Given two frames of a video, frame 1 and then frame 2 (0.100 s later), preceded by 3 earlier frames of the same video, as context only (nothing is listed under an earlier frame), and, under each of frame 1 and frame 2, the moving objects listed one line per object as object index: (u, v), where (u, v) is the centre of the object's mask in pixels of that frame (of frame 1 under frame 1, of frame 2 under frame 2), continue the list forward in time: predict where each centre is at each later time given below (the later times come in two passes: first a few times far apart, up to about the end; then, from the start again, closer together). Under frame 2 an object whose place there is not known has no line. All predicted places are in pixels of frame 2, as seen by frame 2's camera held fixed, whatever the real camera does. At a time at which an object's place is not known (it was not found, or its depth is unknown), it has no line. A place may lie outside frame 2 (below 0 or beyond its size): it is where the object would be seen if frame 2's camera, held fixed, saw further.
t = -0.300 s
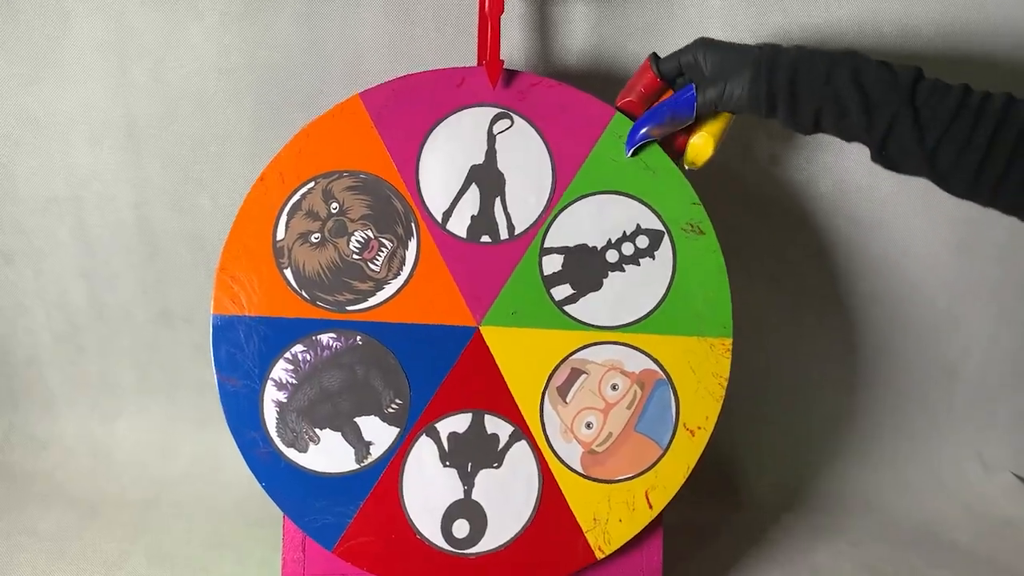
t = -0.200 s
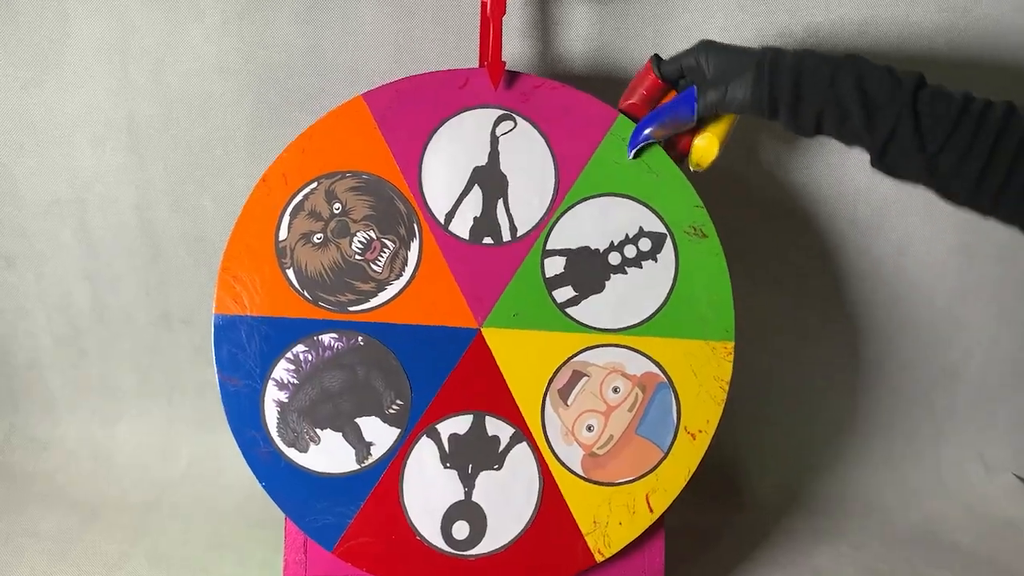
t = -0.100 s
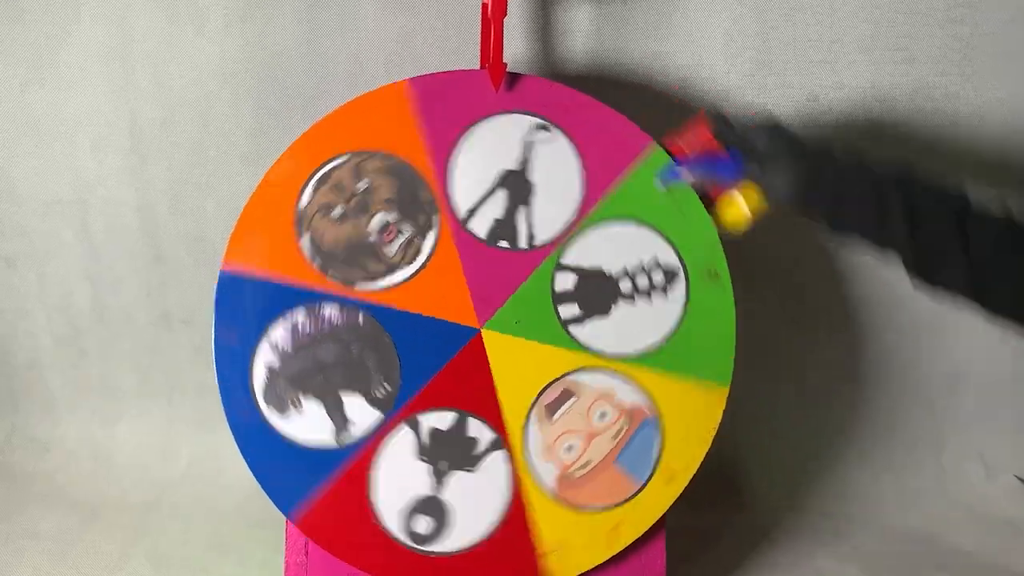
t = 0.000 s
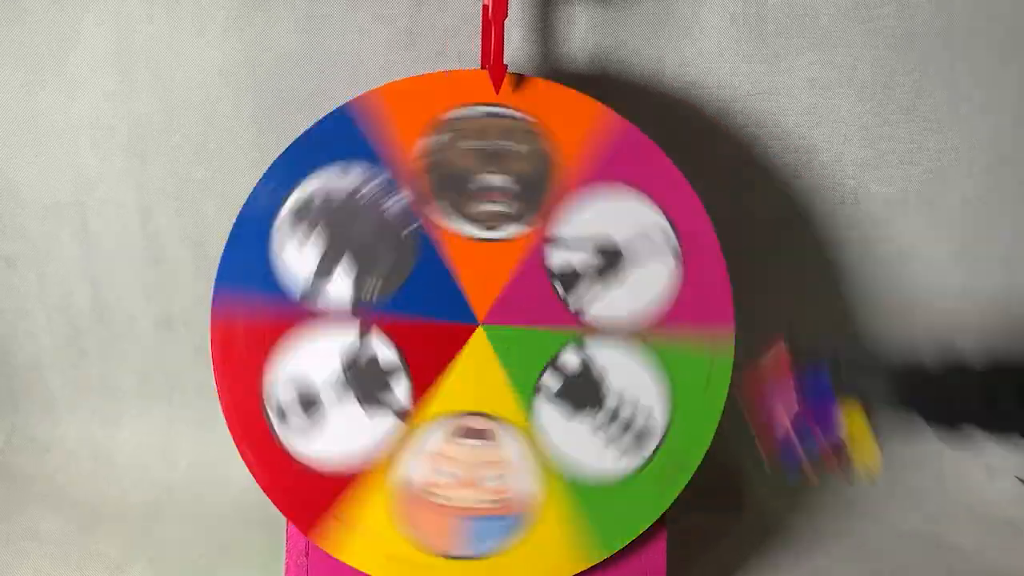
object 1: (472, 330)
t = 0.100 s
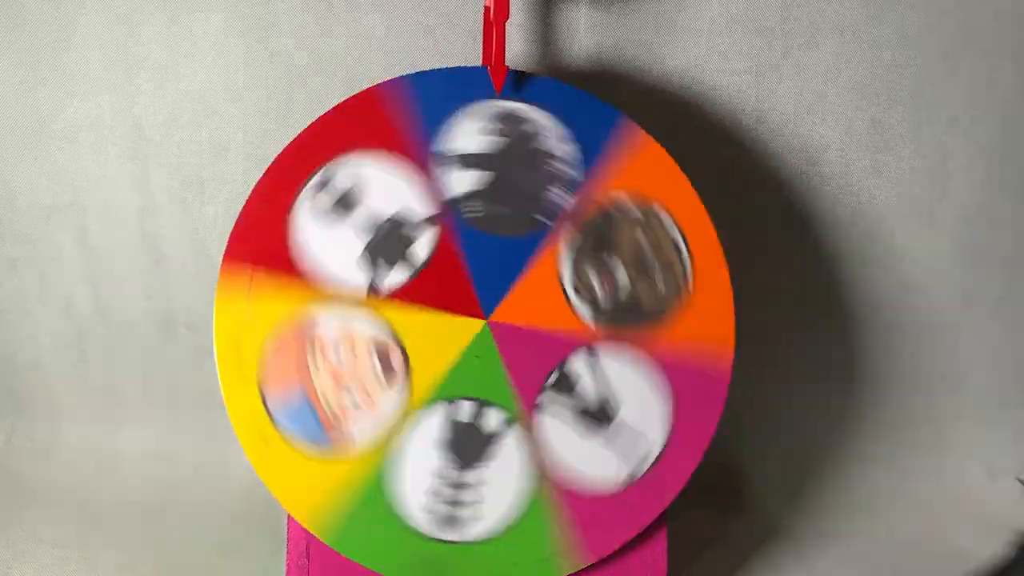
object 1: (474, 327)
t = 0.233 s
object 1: (473, 327)
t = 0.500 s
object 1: (479, 328)
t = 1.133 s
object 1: (477, 324)
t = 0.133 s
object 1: (475, 327)
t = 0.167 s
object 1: (480, 328)
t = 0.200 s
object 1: (473, 330)
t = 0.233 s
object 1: (473, 327)
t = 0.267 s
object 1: (480, 329)
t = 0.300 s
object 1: (475, 330)
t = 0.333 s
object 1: (473, 326)
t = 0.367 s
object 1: (480, 328)
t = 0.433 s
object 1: (472, 326)
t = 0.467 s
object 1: (479, 325)
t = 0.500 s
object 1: (479, 328)
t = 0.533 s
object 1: (472, 327)
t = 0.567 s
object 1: (477, 326)
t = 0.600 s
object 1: (479, 328)
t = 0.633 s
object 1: (472, 328)
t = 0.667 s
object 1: (474, 325)
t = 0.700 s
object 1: (479, 328)
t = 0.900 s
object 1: (476, 324)
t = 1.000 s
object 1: (473, 324)
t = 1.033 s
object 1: (480, 325)
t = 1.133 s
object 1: (477, 324)
